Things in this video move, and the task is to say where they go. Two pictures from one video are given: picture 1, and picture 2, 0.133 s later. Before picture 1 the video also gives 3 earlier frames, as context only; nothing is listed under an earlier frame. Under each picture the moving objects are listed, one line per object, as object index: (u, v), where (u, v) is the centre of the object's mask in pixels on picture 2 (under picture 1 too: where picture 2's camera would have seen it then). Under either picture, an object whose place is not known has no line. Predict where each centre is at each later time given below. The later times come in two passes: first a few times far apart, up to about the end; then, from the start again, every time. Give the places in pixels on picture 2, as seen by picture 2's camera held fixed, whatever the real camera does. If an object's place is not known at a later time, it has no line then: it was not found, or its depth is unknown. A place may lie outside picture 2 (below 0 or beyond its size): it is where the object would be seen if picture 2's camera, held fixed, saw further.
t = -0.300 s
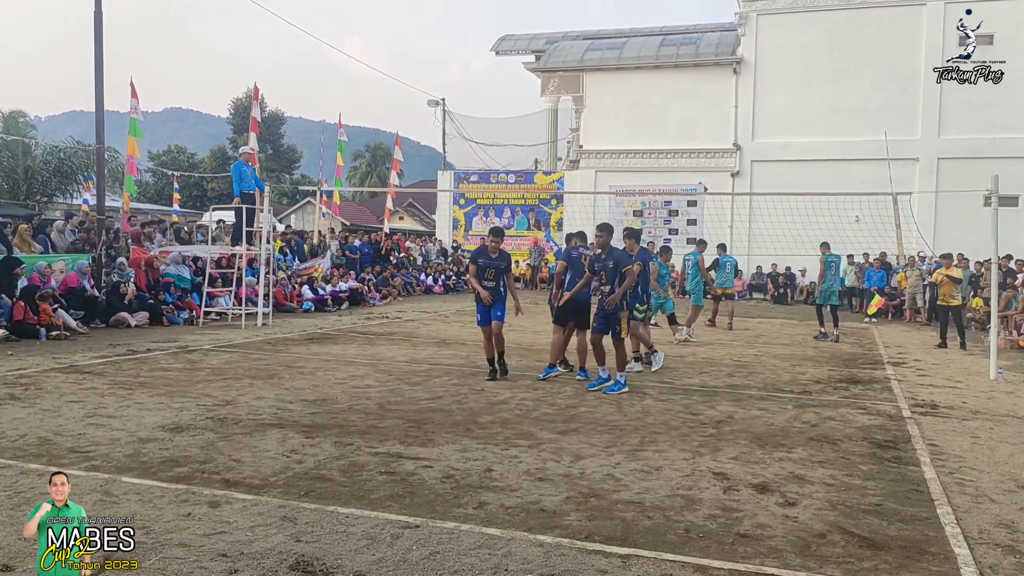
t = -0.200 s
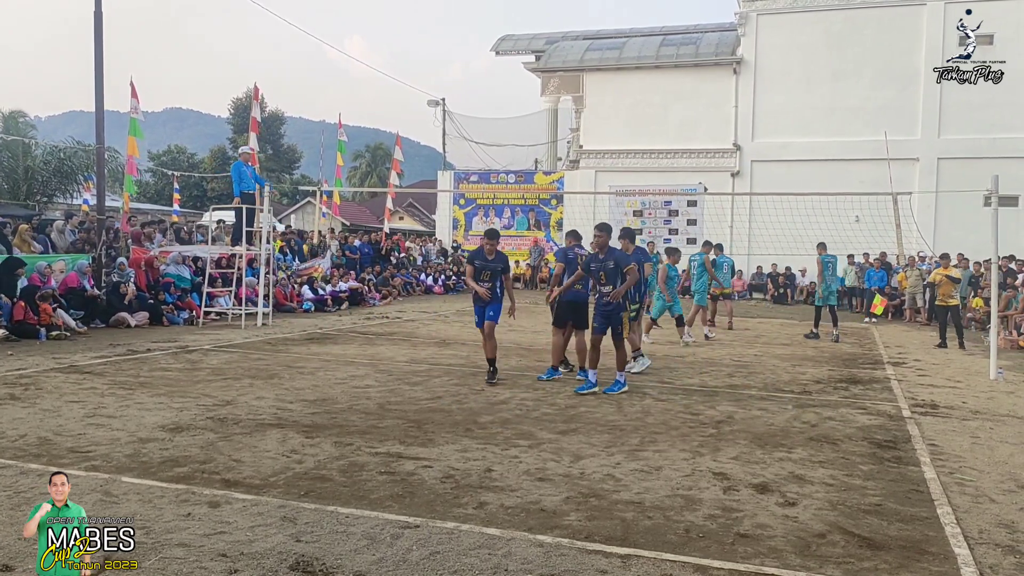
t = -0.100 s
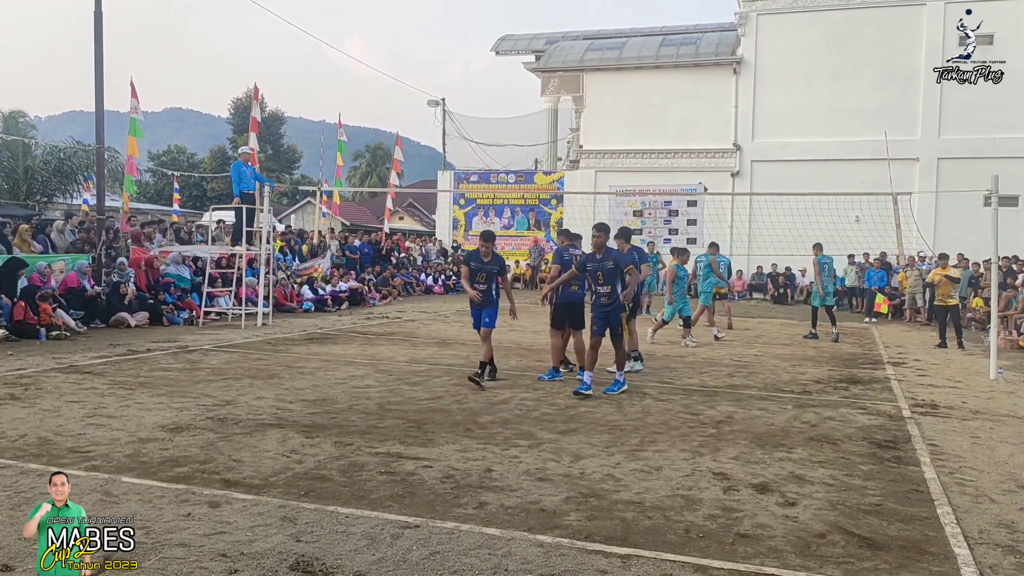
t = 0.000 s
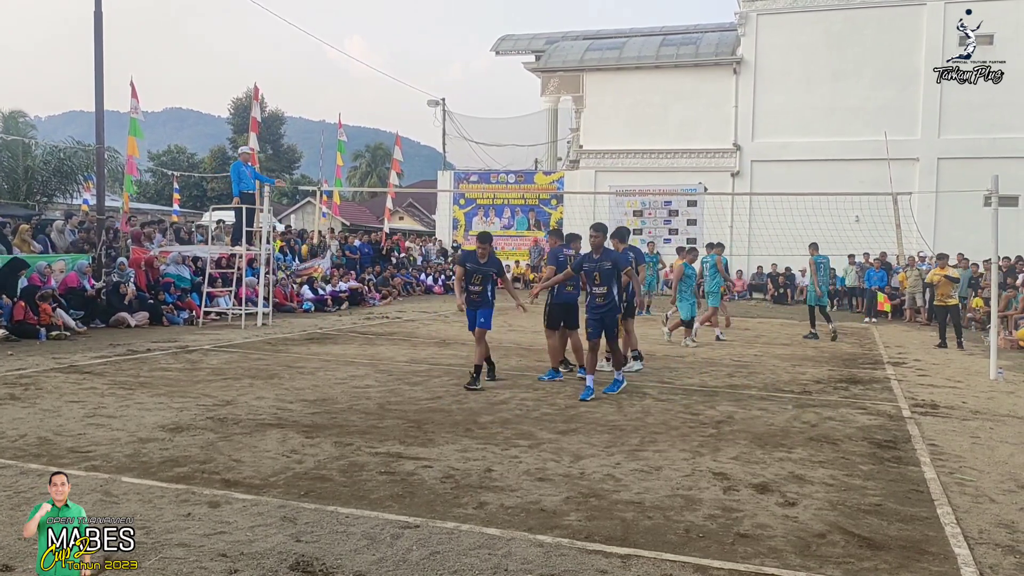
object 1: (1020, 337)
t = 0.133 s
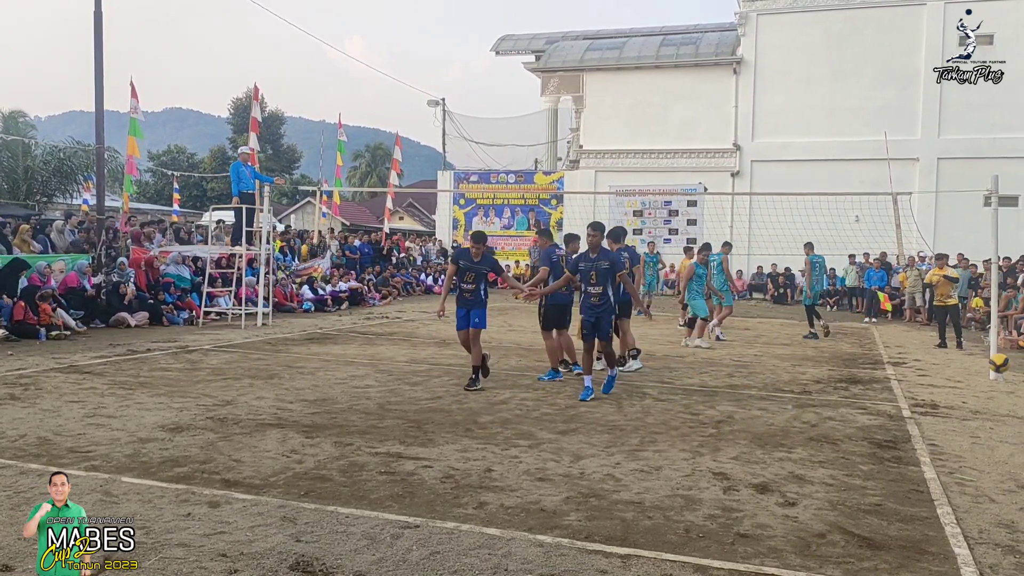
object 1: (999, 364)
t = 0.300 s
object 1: (966, 381)
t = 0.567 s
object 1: (924, 349)
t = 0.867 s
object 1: (868, 403)
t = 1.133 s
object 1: (807, 390)
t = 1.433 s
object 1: (725, 446)
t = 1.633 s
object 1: (665, 424)
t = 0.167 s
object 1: (991, 374)
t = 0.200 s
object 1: (983, 385)
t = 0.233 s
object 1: (976, 397)
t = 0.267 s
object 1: (971, 389)
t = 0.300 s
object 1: (966, 381)
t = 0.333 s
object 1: (962, 373)
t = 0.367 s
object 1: (957, 366)
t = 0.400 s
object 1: (951, 362)
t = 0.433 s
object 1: (946, 357)
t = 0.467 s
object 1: (942, 354)
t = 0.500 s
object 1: (936, 351)
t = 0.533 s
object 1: (930, 349)
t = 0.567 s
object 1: (924, 349)
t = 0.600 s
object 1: (919, 351)
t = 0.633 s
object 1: (913, 353)
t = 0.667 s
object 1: (907, 356)
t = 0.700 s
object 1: (901, 361)
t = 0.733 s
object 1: (894, 367)
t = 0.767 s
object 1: (889, 374)
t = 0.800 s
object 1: (881, 382)
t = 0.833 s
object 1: (875, 391)
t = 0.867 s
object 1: (868, 403)
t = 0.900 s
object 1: (861, 416)
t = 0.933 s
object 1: (854, 415)
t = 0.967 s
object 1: (847, 408)
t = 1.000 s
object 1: (839, 402)
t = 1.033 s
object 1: (832, 397)
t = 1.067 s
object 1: (824, 394)
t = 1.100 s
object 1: (816, 391)
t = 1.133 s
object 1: (807, 390)
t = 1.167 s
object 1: (799, 390)
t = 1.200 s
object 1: (791, 392)
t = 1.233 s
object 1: (782, 395)
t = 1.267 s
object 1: (774, 400)
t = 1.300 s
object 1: (764, 406)
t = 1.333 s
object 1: (754, 413)
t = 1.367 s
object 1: (745, 423)
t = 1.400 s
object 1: (735, 433)
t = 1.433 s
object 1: (725, 446)
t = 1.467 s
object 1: (716, 444)
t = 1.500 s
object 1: (706, 437)
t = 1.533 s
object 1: (696, 431)
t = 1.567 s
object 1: (686, 428)
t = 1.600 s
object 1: (675, 425)
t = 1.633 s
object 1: (665, 424)
